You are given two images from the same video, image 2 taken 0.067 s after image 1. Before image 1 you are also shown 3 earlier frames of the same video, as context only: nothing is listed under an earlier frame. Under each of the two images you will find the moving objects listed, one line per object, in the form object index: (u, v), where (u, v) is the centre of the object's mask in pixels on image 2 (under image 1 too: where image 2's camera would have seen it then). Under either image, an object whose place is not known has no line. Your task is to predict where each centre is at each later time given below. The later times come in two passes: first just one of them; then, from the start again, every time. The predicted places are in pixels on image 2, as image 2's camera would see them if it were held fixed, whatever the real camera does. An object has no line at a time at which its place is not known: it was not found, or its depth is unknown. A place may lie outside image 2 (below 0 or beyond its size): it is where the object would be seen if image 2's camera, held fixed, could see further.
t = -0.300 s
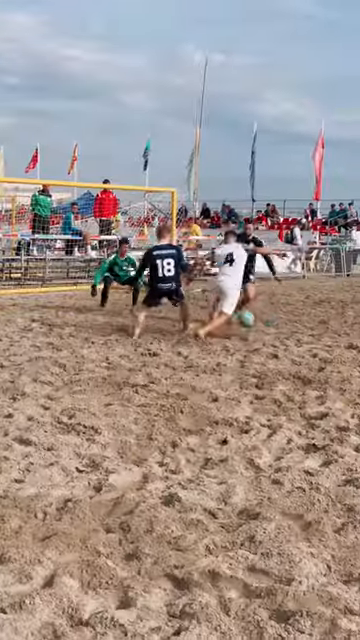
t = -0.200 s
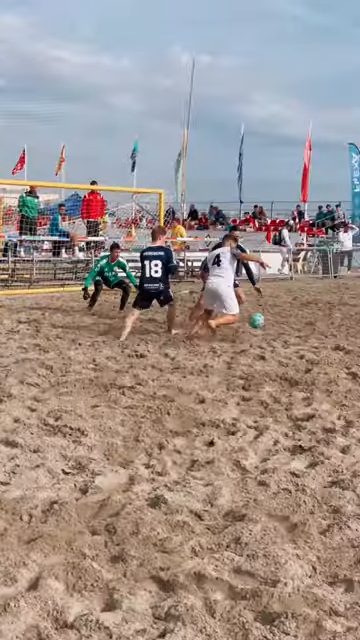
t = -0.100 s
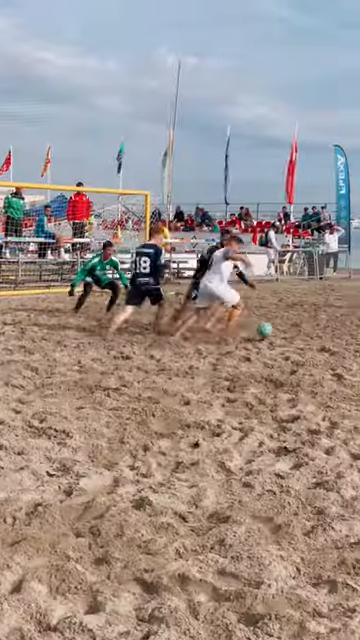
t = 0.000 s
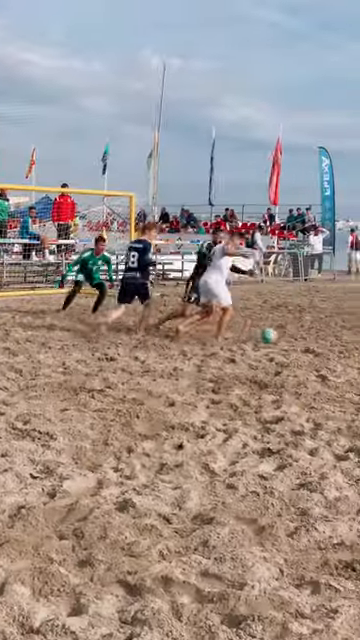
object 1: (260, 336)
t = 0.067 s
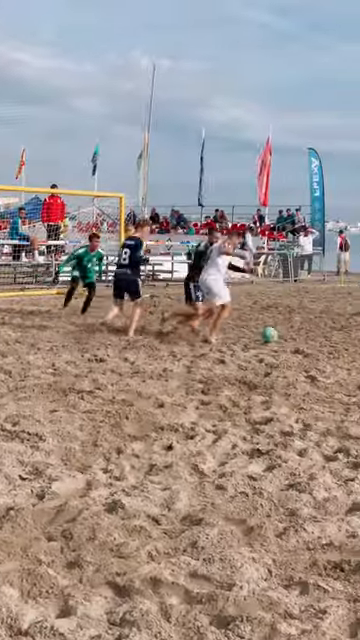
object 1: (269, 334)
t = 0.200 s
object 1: (285, 338)
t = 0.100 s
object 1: (273, 334)
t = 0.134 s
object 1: (277, 334)
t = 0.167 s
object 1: (281, 335)
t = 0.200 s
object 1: (285, 338)
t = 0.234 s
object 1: (288, 339)
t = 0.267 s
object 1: (290, 339)
